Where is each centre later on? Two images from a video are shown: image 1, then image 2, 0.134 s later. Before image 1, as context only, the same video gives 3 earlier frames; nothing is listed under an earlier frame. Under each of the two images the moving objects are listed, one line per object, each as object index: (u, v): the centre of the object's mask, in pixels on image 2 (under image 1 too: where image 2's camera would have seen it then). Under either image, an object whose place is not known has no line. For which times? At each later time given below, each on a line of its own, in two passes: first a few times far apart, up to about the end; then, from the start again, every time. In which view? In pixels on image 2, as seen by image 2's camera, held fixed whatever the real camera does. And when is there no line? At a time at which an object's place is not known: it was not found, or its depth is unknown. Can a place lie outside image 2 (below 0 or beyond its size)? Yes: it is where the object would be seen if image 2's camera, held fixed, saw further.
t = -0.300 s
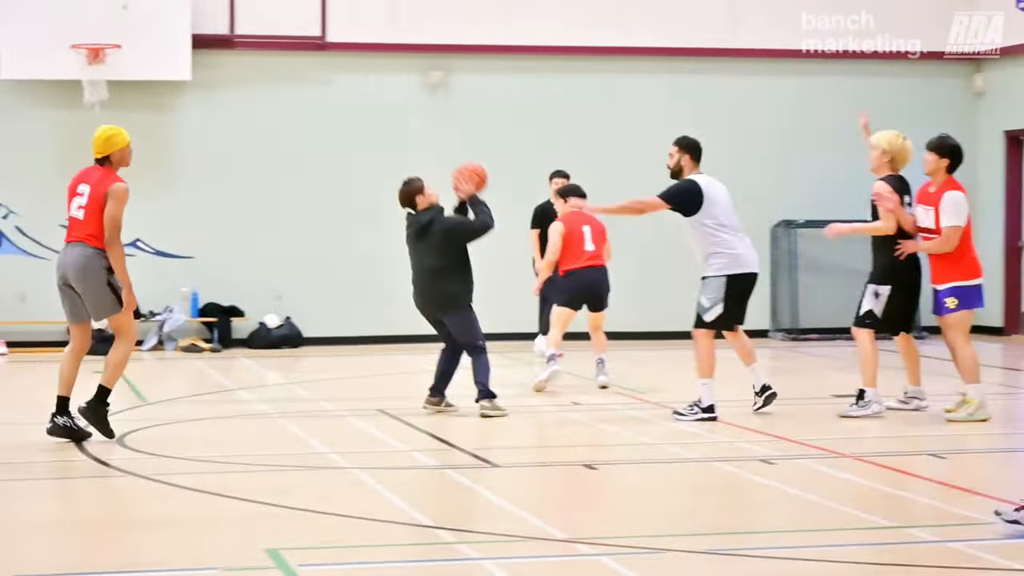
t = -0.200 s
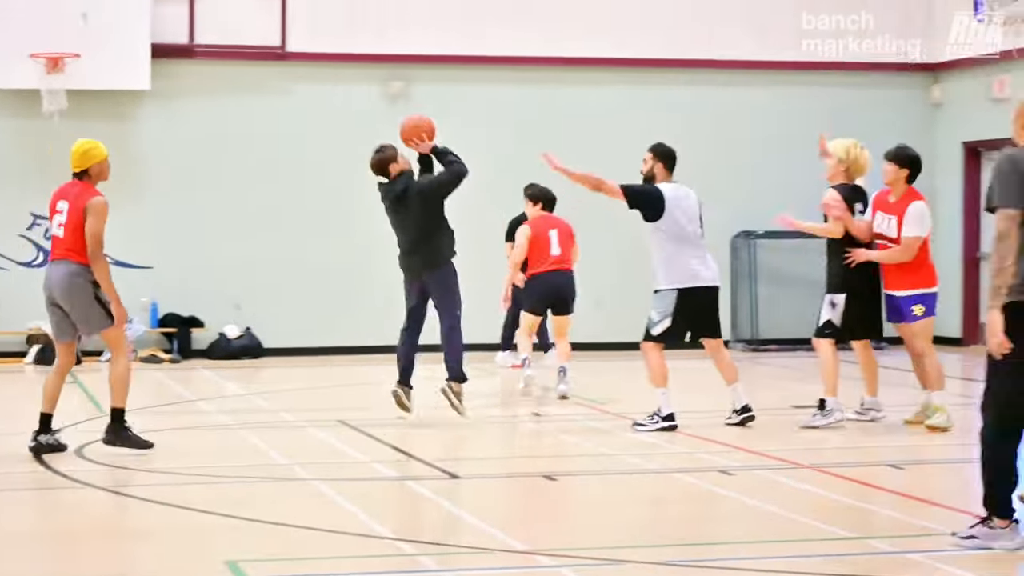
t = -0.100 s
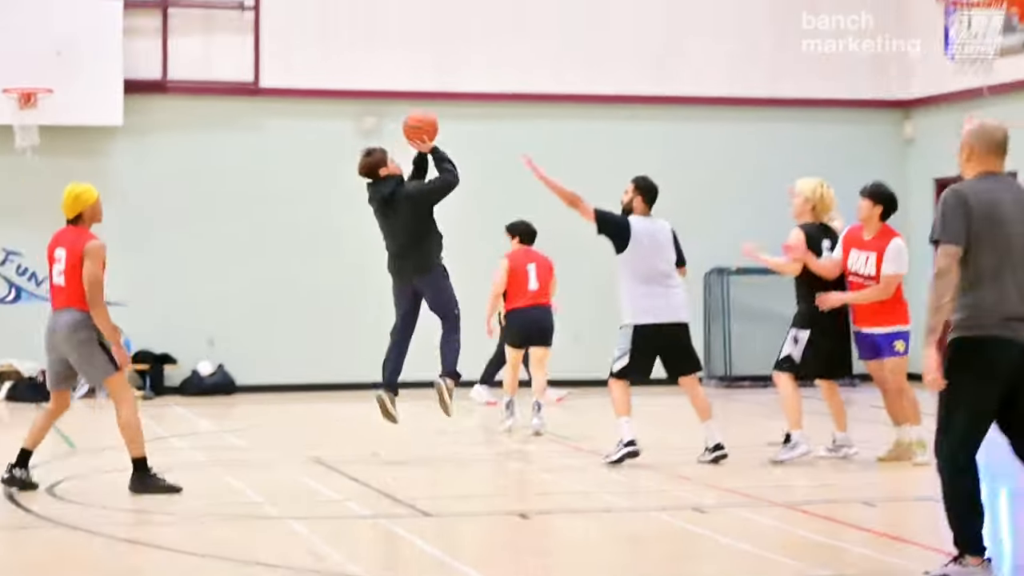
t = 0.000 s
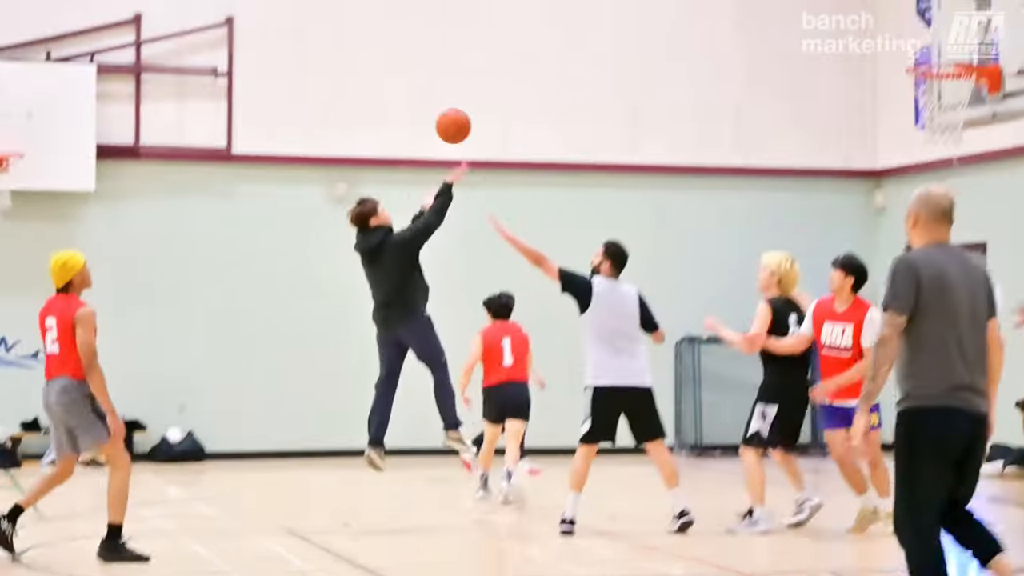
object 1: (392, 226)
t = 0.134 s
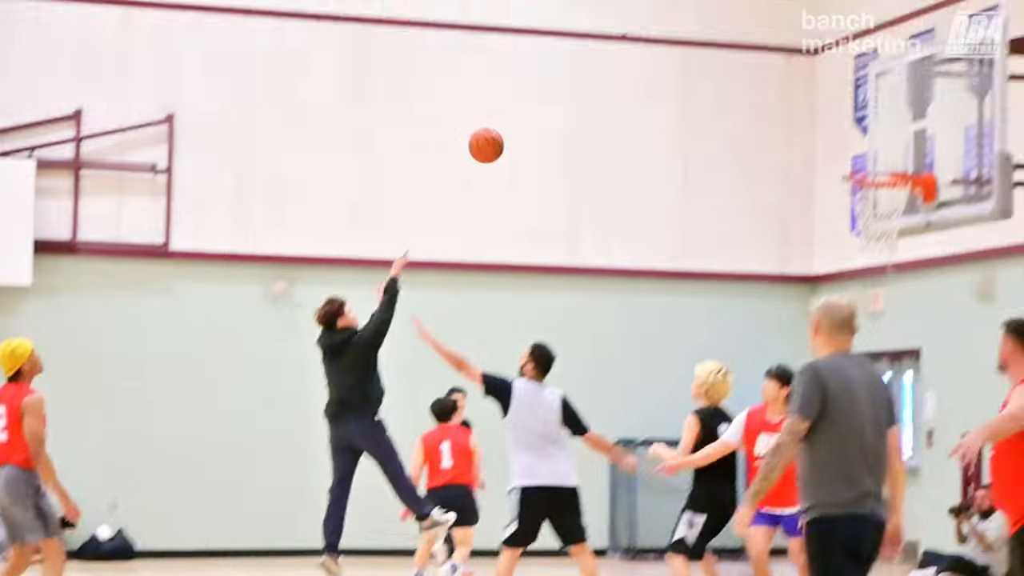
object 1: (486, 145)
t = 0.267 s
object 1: (574, 92)
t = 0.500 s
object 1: (731, 65)
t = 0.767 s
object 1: (902, 119)
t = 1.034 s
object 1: (879, 174)
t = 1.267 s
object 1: (863, 225)
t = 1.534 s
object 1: (876, 349)
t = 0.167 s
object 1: (508, 129)
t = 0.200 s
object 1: (531, 115)
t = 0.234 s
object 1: (553, 103)
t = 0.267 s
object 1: (574, 92)
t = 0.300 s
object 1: (598, 84)
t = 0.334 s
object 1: (620, 78)
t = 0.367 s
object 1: (643, 73)
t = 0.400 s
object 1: (665, 69)
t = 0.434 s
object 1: (687, 66)
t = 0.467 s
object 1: (709, 65)
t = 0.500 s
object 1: (731, 65)
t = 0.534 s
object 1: (753, 67)
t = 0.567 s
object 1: (775, 69)
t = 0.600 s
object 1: (796, 75)
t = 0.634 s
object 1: (818, 80)
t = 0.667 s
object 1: (839, 88)
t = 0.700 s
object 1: (860, 96)
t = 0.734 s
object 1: (881, 107)
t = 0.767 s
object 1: (902, 119)
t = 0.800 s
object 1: (902, 130)
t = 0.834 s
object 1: (887, 141)
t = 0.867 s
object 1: (873, 153)
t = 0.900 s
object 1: (858, 166)
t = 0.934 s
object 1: (868, 166)
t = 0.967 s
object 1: (883, 168)
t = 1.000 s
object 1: (892, 171)
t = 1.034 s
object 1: (879, 174)
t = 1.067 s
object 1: (866, 179)
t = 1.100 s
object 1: (855, 183)
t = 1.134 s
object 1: (855, 190)
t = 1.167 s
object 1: (856, 198)
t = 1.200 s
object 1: (858, 207)
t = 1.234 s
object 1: (860, 217)
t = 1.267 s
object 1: (863, 225)
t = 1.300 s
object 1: (865, 234)
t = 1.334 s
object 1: (867, 246)
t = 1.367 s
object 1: (869, 258)
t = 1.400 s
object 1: (871, 273)
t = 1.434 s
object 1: (872, 290)
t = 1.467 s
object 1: (875, 308)
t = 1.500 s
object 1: (877, 328)
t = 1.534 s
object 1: (876, 349)
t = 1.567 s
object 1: (876, 366)
